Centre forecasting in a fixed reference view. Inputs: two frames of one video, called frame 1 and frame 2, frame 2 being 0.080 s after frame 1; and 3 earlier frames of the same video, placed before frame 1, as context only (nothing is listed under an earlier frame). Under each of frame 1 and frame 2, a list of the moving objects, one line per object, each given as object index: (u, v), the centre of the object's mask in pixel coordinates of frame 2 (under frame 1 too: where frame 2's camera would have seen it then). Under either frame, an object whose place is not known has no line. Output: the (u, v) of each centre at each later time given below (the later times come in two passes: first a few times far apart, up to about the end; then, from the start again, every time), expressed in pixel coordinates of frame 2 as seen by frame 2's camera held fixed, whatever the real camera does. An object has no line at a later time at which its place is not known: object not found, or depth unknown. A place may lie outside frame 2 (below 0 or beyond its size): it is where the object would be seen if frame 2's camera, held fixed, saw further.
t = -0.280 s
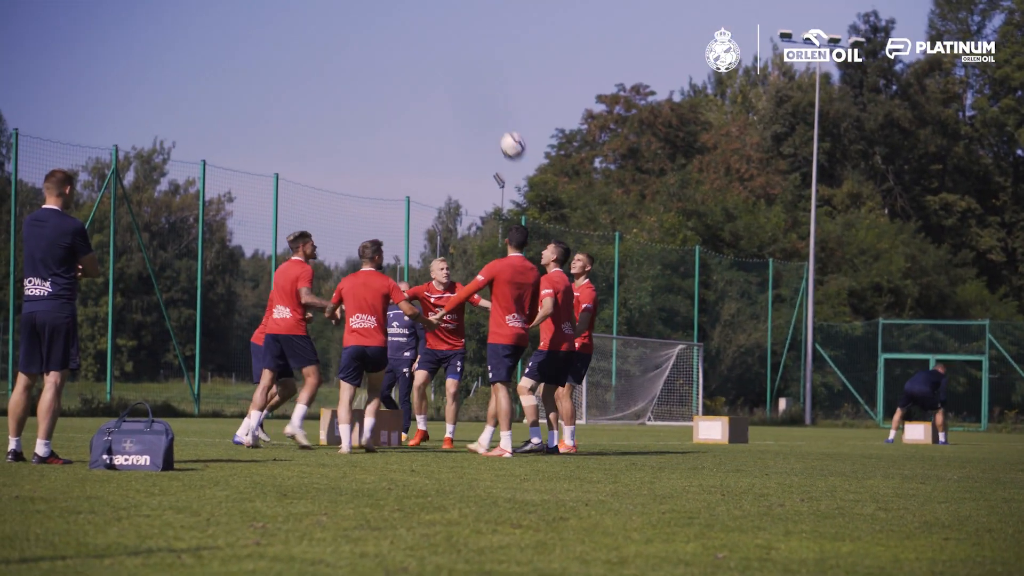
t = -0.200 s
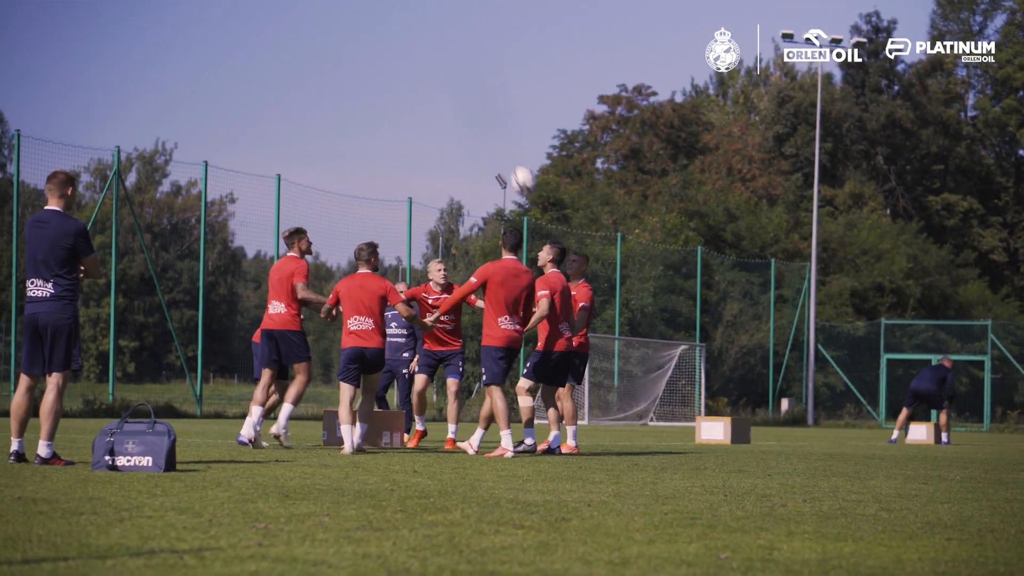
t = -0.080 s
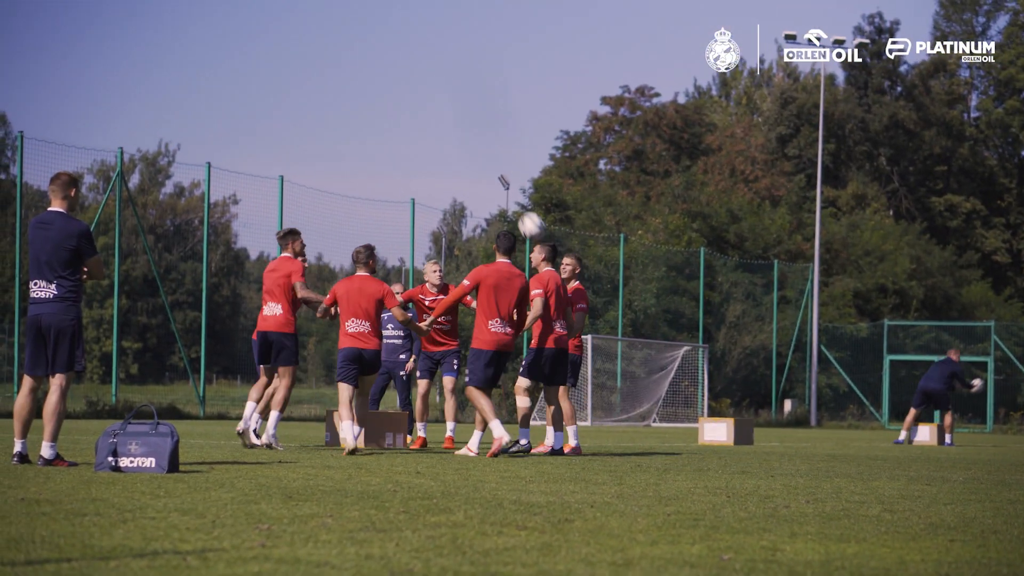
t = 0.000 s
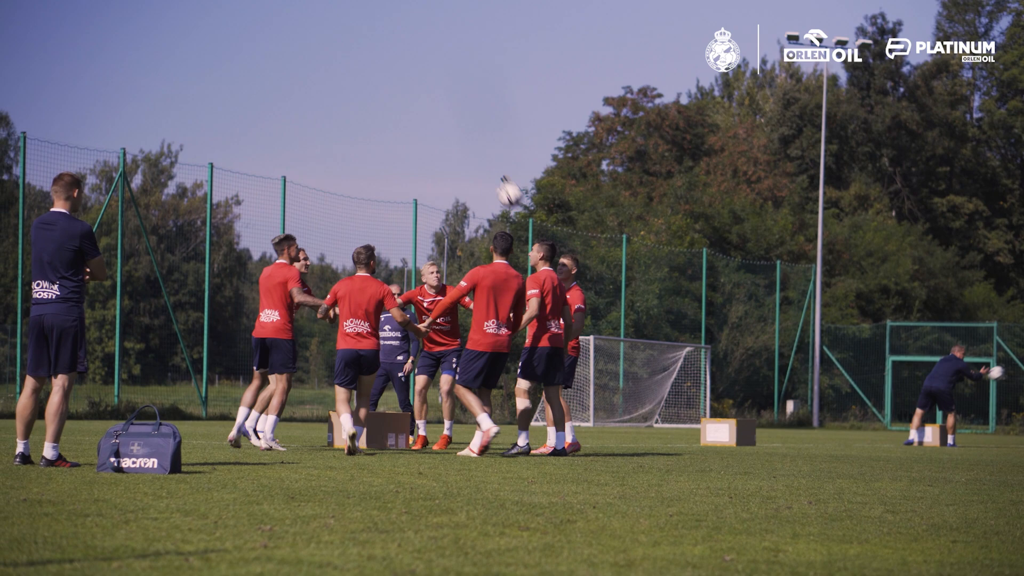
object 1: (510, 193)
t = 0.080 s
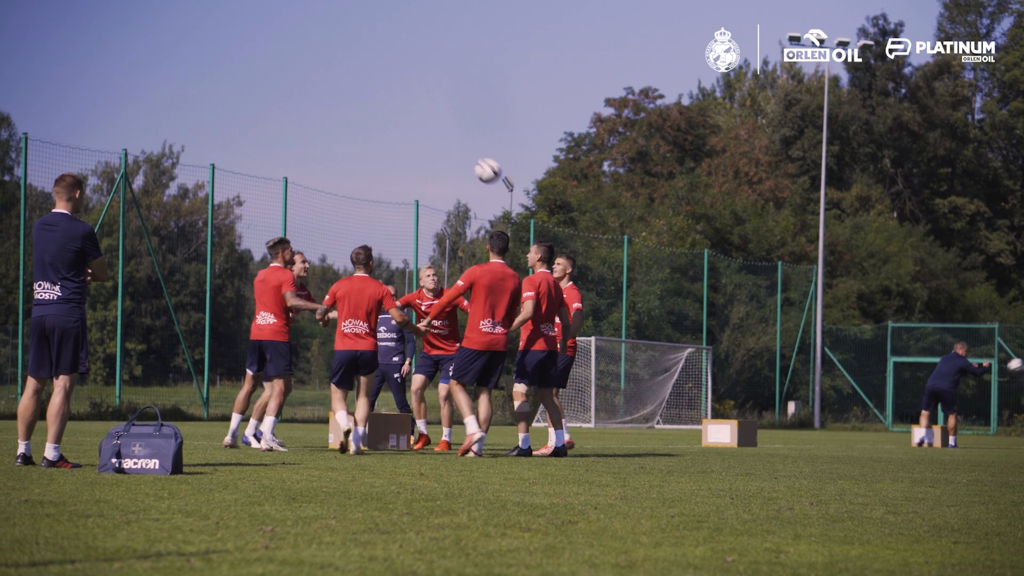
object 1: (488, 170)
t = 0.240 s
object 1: (440, 141)
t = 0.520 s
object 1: (358, 156)
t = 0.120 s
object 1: (476, 160)
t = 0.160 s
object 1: (464, 152)
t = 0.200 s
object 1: (452, 146)
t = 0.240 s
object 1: (440, 141)
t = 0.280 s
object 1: (428, 138)
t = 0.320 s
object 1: (416, 137)
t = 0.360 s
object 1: (405, 137)
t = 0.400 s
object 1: (393, 139)
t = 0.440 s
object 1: (382, 143)
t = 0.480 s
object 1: (369, 148)
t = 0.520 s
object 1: (358, 156)
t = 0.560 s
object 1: (346, 165)
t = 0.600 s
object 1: (334, 175)
